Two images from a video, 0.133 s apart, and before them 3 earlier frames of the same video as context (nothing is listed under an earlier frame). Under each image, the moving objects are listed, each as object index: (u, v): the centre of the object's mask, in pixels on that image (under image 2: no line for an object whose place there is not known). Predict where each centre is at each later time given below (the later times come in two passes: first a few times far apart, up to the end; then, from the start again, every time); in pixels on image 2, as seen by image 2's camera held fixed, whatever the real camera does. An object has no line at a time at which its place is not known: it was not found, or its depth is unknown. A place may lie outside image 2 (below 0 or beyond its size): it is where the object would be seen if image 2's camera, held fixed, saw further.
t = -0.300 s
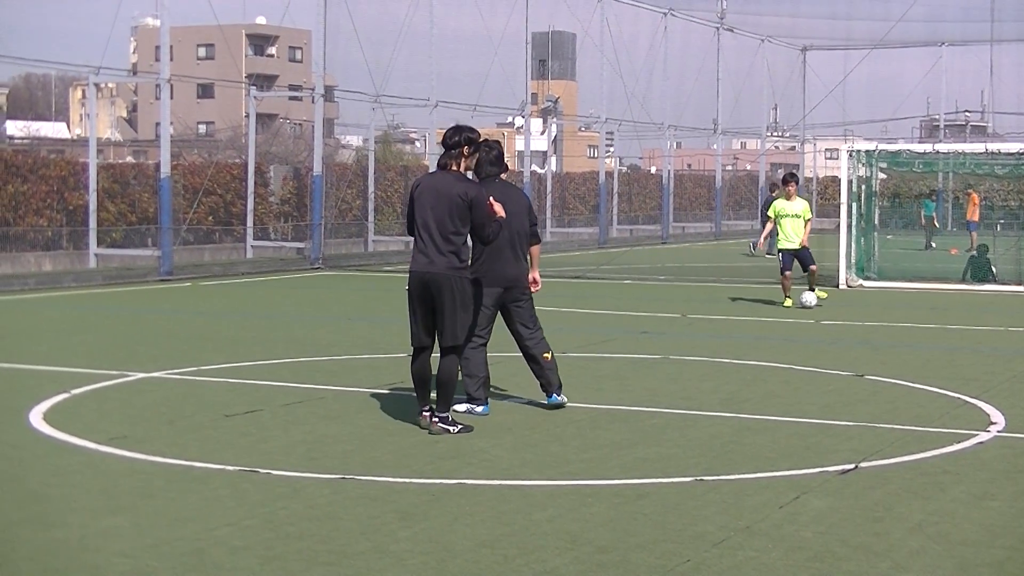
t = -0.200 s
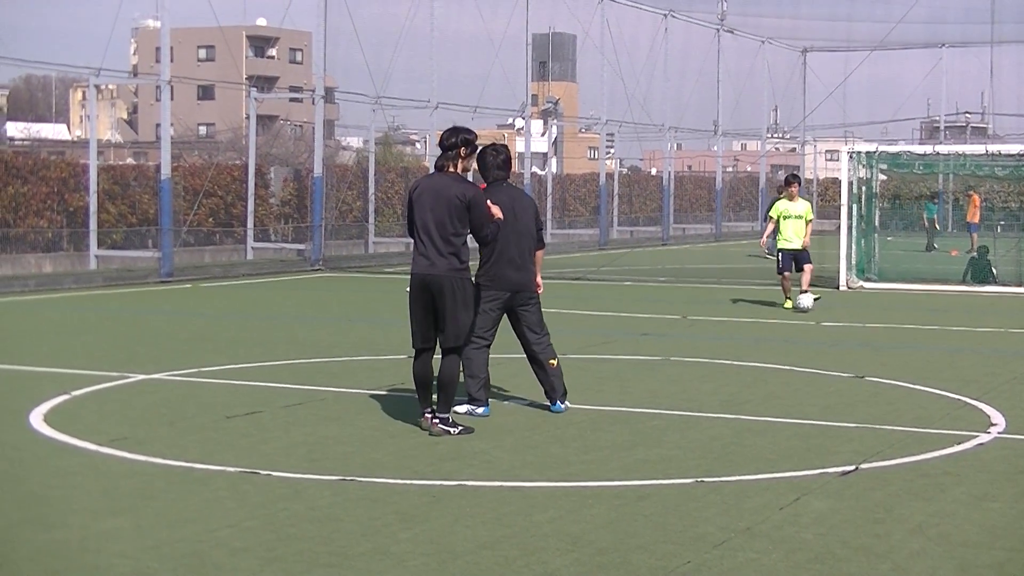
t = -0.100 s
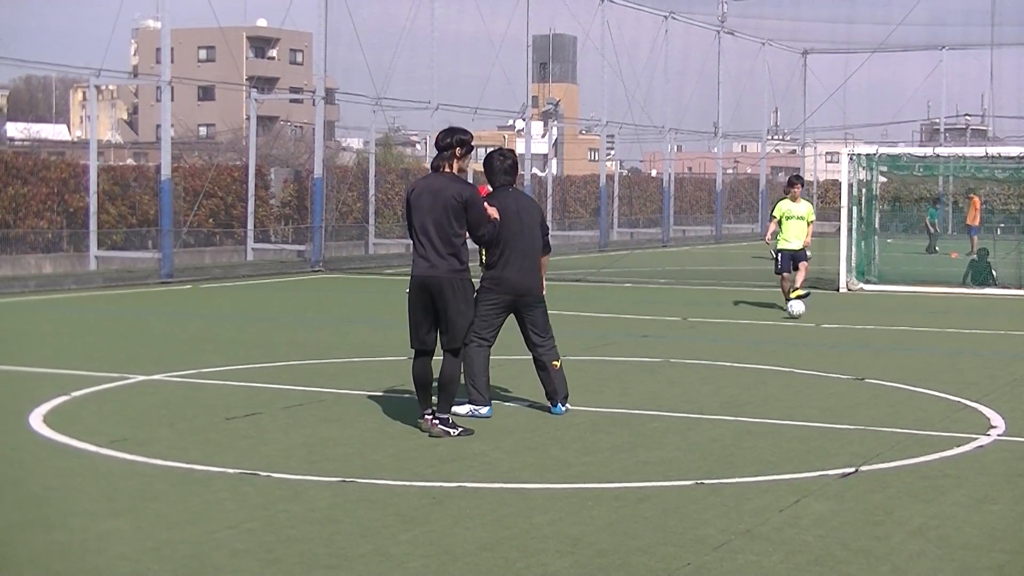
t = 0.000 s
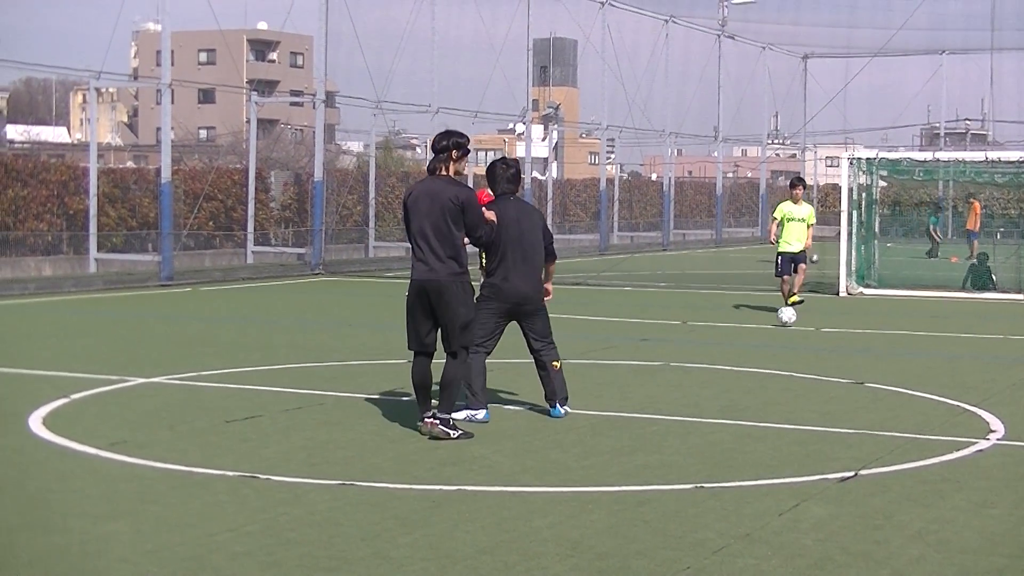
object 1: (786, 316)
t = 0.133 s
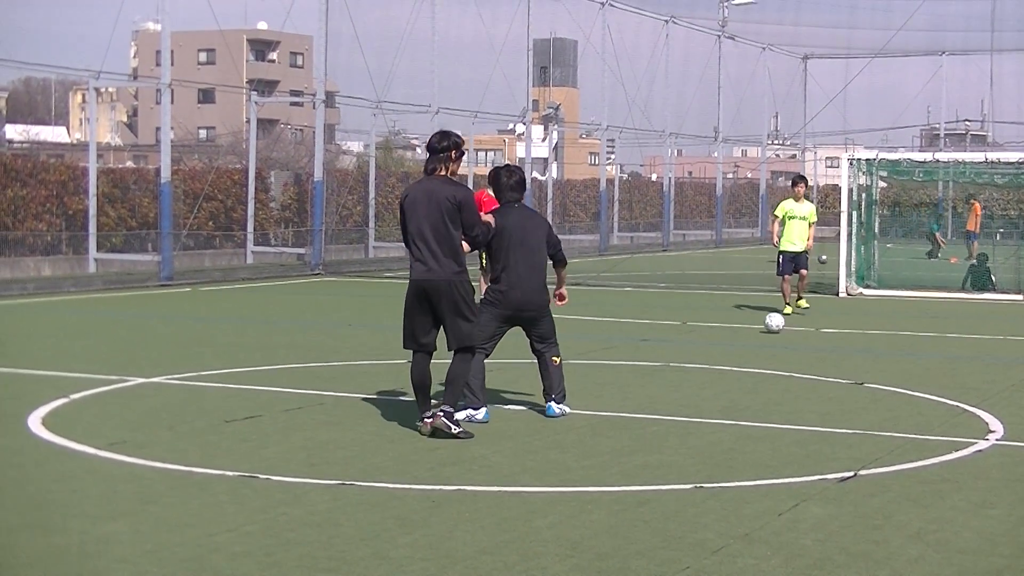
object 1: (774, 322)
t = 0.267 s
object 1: (762, 328)
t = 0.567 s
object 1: (736, 340)
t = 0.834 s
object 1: (707, 351)
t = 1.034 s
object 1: (683, 362)
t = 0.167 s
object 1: (771, 324)
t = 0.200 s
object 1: (768, 326)
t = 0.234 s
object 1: (765, 327)
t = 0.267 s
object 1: (762, 328)
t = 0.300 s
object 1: (759, 330)
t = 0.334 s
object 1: (756, 331)
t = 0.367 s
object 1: (753, 332)
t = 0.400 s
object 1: (750, 333)
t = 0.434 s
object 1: (748, 334)
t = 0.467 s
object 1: (745, 337)
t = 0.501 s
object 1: (742, 337)
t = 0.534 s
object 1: (739, 338)
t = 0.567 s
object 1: (736, 340)
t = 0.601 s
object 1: (732, 341)
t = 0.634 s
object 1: (729, 343)
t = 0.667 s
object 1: (725, 344)
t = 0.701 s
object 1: (722, 346)
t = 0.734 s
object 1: (718, 347)
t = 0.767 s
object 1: (715, 349)
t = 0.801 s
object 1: (711, 350)
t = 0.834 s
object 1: (707, 351)
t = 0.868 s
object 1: (703, 353)
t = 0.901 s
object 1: (699, 355)
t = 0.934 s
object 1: (695, 357)
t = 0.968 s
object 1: (691, 358)
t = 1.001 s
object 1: (687, 361)
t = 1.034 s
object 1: (683, 362)
